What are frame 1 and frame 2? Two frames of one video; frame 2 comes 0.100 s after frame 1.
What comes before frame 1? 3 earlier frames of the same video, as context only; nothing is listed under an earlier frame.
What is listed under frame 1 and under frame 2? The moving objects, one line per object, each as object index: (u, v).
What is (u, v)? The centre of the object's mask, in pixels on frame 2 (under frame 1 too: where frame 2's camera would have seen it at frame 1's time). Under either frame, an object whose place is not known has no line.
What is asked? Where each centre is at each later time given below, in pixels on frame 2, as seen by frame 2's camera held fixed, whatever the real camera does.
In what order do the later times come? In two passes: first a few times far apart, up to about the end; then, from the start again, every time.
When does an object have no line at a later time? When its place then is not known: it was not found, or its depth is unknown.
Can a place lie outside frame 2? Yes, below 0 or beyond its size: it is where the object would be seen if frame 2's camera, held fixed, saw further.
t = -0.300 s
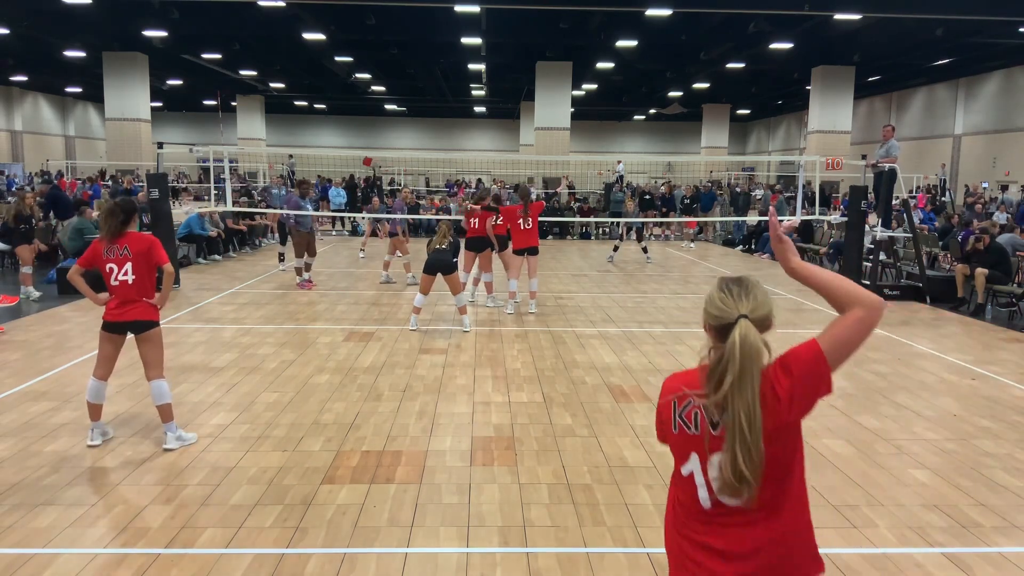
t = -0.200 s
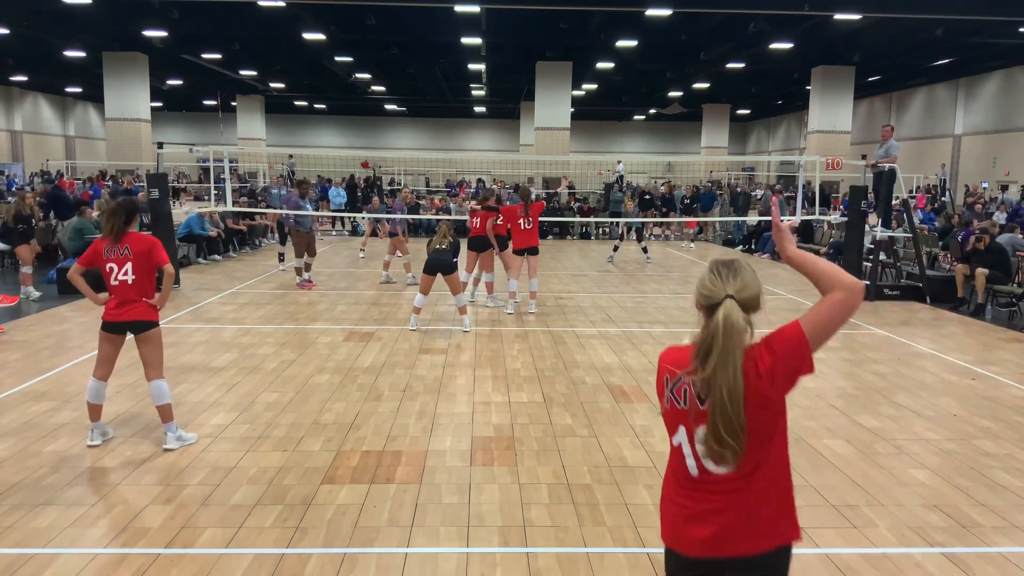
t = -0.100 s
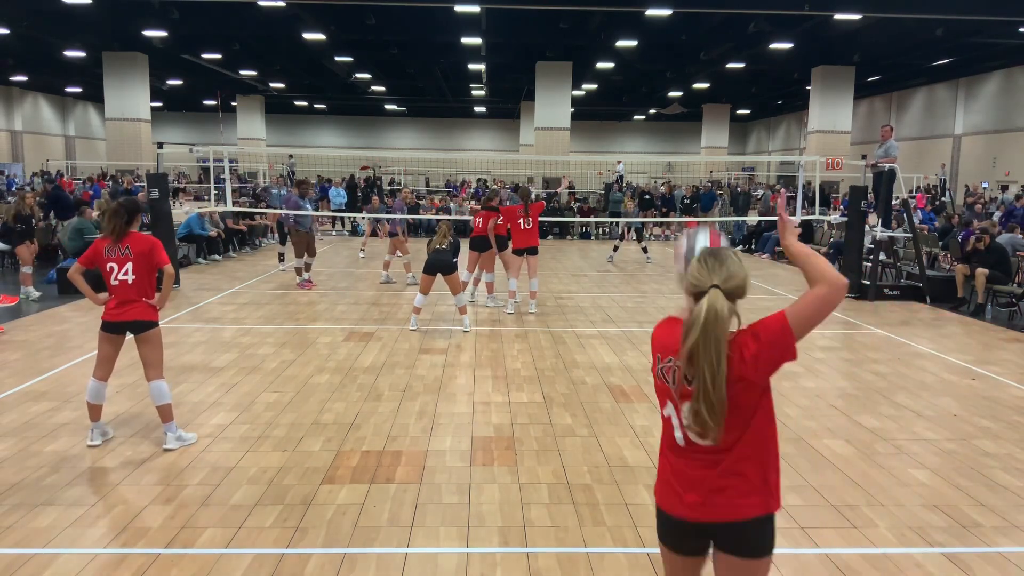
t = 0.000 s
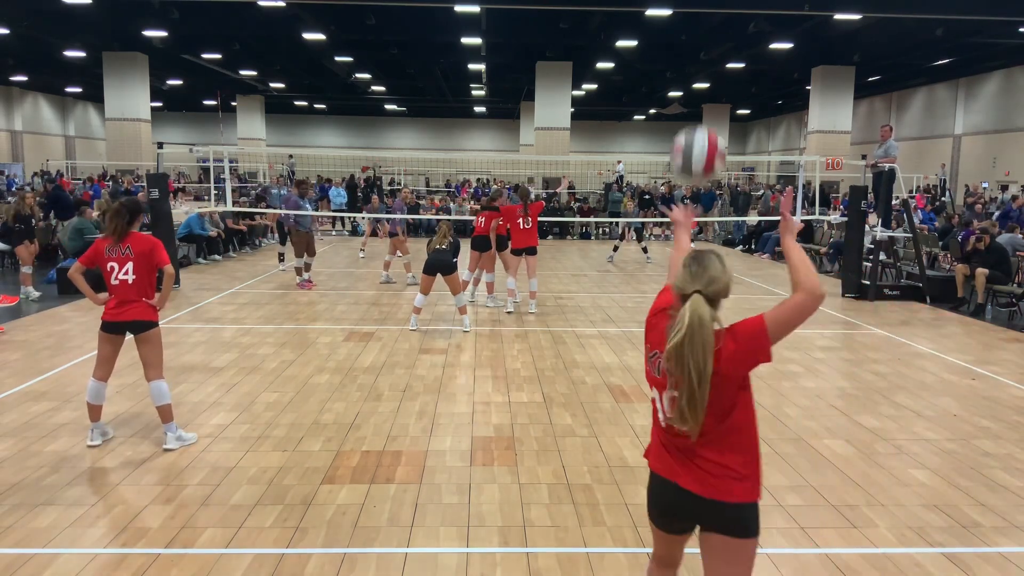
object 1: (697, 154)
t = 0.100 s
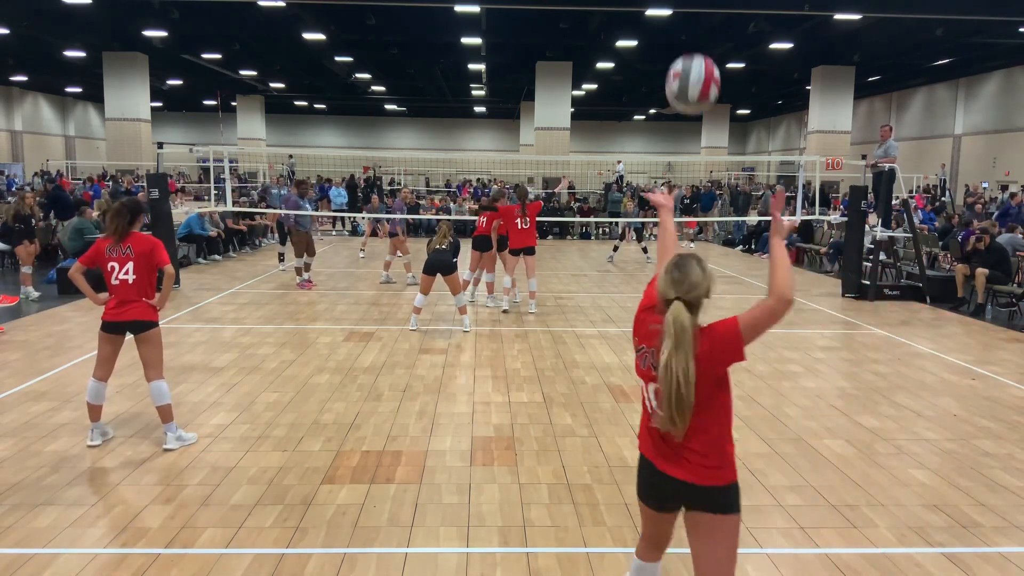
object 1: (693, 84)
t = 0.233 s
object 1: (684, 31)
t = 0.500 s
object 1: (661, 59)
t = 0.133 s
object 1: (691, 66)
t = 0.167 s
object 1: (689, 51)
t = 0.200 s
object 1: (686, 40)
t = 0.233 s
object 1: (684, 31)
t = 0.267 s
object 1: (681, 26)
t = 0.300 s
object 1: (679, 24)
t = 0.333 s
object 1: (676, 23)
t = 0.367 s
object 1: (673, 25)
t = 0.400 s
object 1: (670, 29)
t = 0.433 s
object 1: (667, 37)
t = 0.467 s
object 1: (664, 47)
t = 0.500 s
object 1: (661, 59)
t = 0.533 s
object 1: (658, 73)
